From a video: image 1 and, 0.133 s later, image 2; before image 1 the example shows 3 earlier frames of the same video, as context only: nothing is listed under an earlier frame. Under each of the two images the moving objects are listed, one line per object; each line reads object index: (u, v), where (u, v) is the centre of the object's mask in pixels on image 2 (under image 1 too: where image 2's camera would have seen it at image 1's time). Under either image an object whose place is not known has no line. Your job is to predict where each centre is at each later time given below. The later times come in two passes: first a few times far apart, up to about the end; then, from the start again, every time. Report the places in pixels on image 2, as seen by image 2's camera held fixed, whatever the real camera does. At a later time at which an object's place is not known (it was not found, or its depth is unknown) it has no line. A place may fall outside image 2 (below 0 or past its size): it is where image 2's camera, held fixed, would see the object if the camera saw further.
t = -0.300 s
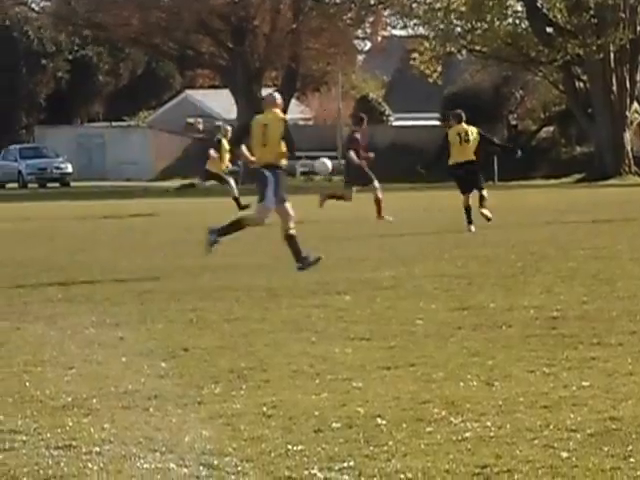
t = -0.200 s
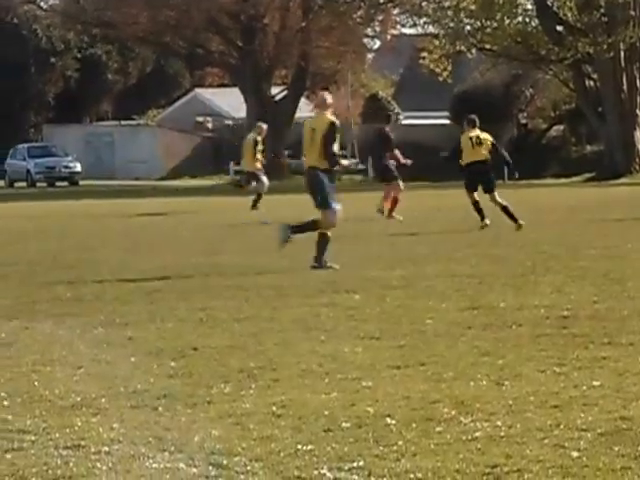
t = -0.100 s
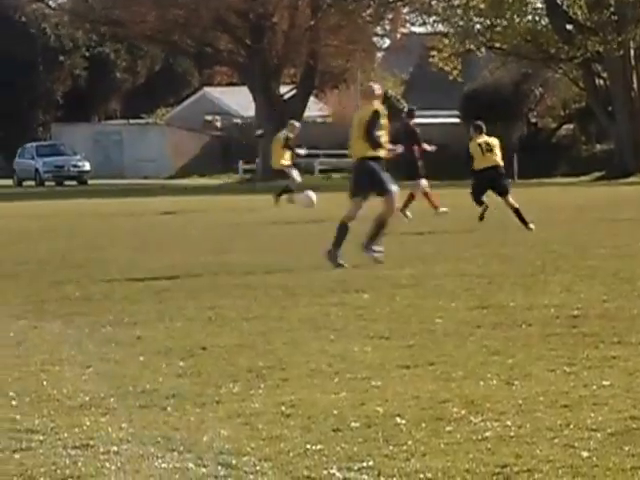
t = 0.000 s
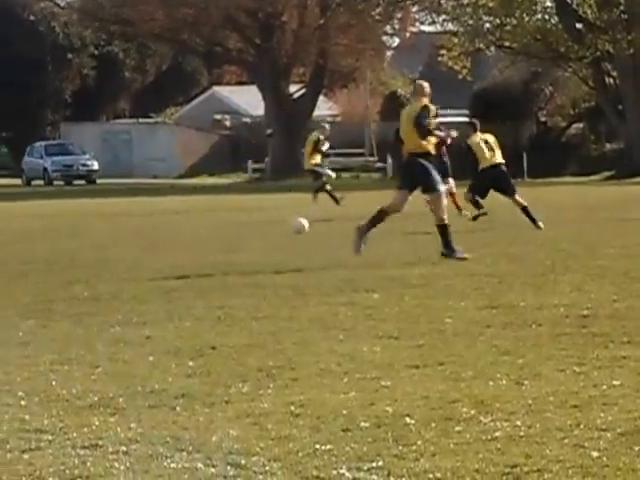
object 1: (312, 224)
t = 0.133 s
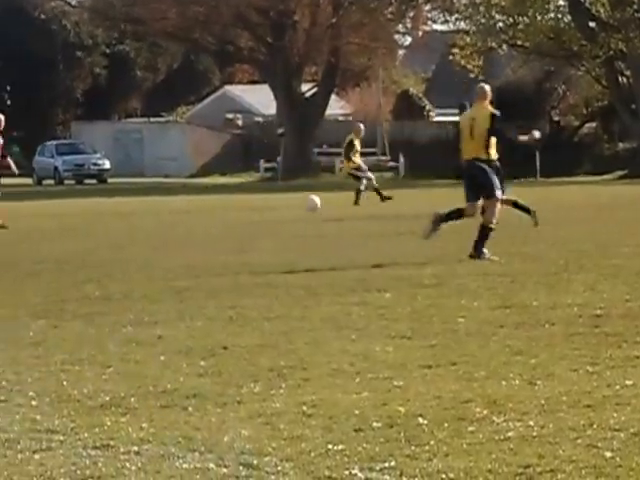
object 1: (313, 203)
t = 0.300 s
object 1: (313, 189)
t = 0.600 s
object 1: (316, 215)
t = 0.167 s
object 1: (314, 198)
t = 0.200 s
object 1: (313, 195)
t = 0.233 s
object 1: (313, 192)
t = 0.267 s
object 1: (313, 190)
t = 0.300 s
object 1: (313, 189)
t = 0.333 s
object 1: (314, 189)
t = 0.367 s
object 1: (314, 189)
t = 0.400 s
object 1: (314, 190)
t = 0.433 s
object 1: (314, 192)
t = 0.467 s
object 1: (315, 195)
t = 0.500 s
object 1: (316, 199)
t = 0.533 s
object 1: (316, 203)
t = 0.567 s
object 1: (316, 209)
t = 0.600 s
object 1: (316, 215)
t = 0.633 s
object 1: (316, 222)
